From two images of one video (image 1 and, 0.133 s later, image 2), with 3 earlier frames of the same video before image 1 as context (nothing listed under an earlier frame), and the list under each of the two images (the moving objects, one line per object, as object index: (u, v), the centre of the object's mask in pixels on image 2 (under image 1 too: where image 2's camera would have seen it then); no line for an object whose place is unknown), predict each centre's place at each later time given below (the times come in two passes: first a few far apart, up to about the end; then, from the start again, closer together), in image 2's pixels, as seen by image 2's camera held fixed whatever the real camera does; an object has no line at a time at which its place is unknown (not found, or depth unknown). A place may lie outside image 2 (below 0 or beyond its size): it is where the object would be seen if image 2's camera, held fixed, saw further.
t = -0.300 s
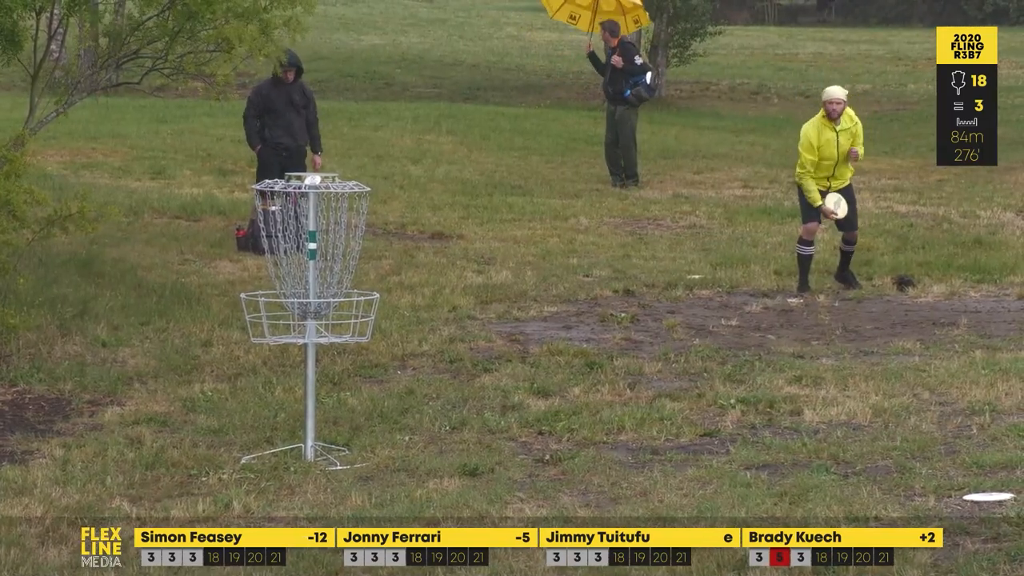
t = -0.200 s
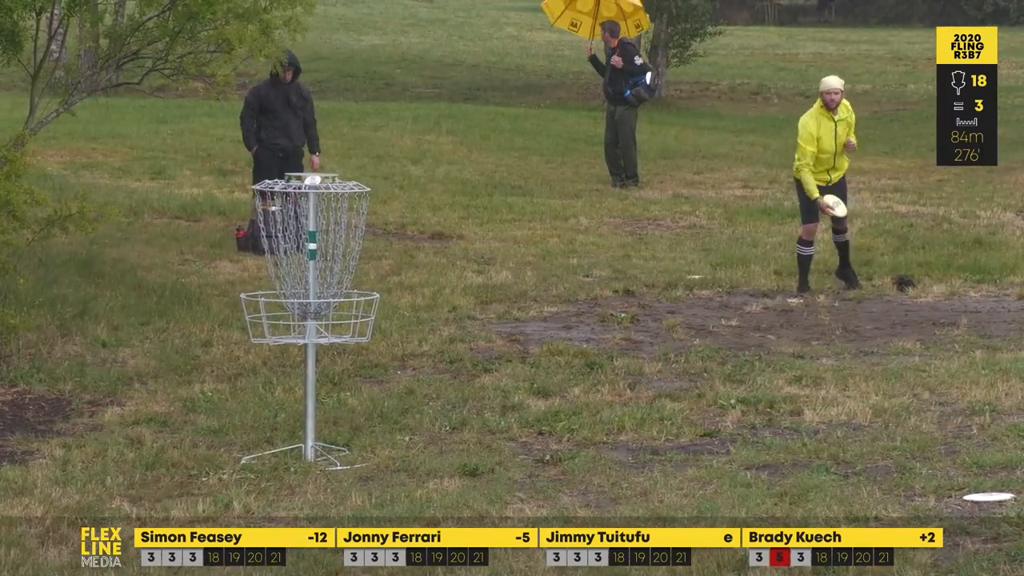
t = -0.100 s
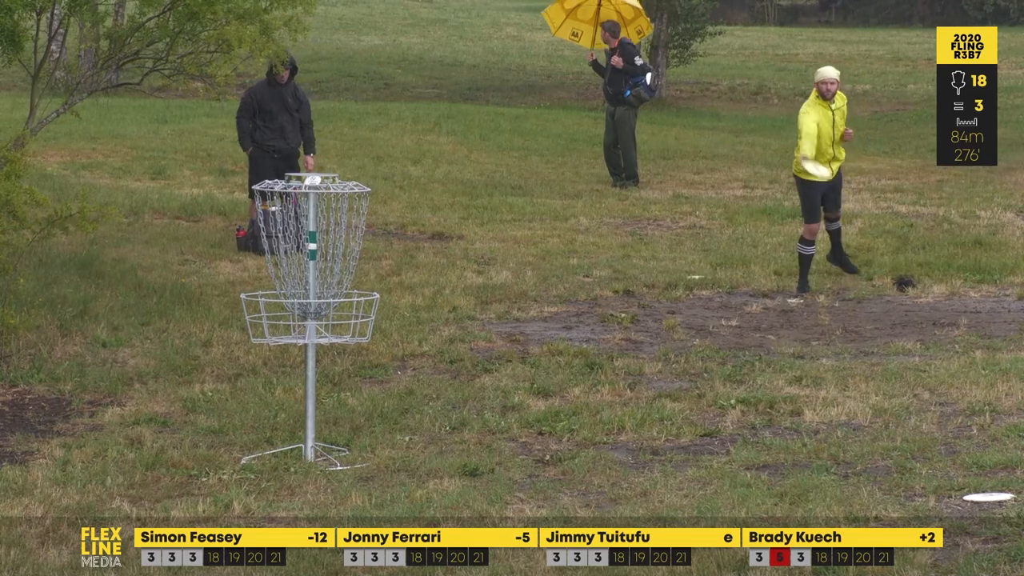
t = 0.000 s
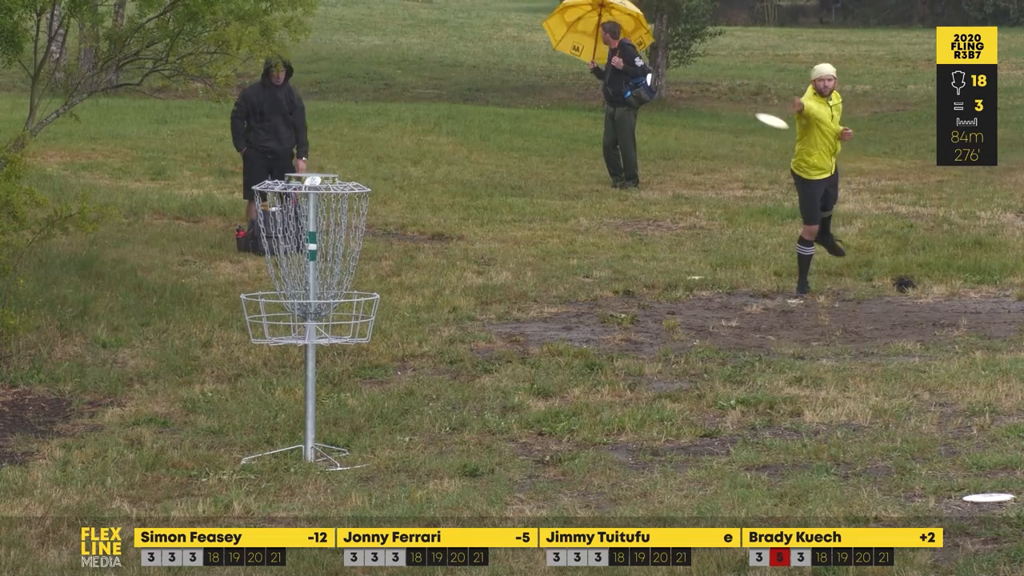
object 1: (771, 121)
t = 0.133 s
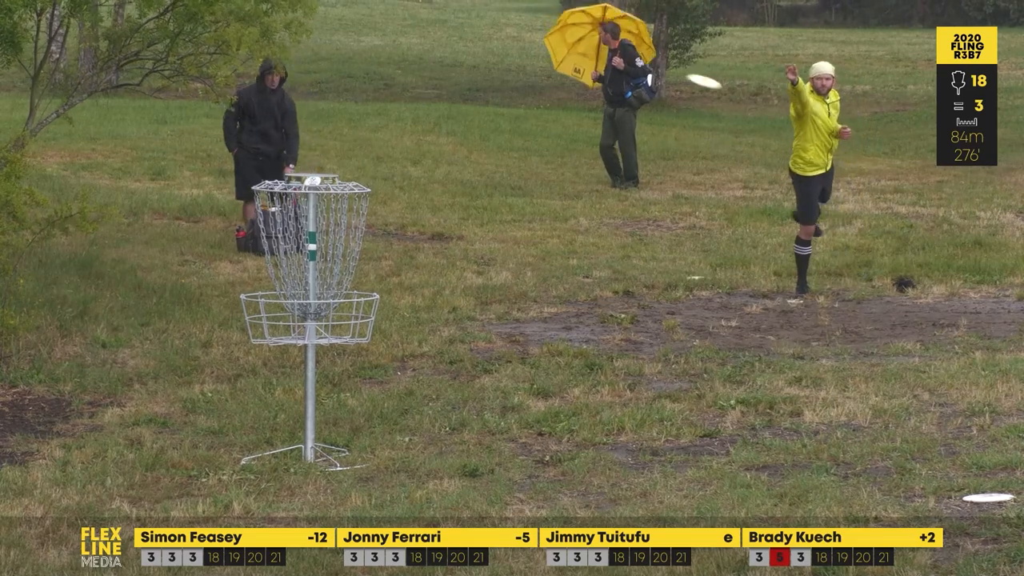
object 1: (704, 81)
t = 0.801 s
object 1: (327, 236)
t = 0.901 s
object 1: (335, 277)
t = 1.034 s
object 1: (343, 318)
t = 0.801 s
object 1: (327, 236)
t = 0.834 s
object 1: (325, 245)
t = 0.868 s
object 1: (335, 266)
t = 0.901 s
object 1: (335, 277)
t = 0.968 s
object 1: (342, 319)
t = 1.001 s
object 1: (344, 319)
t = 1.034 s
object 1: (343, 318)
